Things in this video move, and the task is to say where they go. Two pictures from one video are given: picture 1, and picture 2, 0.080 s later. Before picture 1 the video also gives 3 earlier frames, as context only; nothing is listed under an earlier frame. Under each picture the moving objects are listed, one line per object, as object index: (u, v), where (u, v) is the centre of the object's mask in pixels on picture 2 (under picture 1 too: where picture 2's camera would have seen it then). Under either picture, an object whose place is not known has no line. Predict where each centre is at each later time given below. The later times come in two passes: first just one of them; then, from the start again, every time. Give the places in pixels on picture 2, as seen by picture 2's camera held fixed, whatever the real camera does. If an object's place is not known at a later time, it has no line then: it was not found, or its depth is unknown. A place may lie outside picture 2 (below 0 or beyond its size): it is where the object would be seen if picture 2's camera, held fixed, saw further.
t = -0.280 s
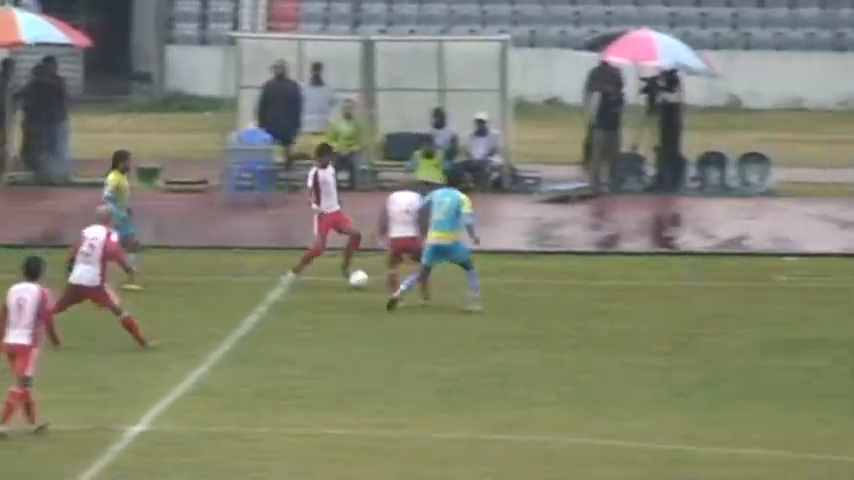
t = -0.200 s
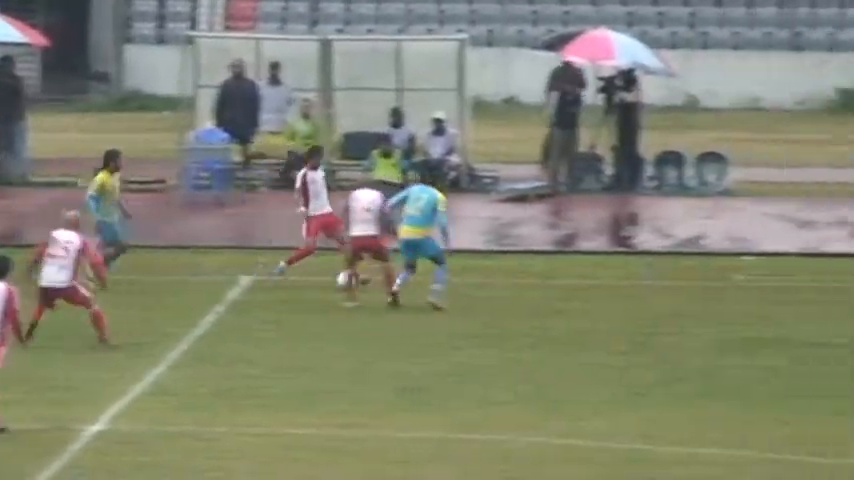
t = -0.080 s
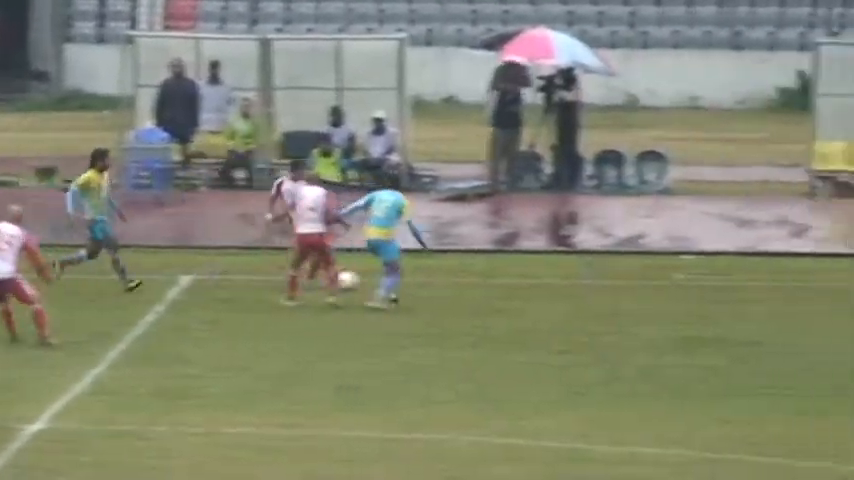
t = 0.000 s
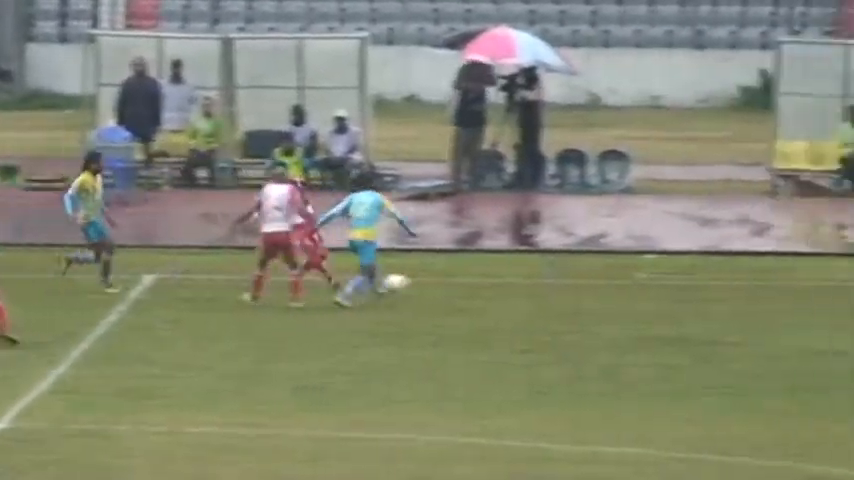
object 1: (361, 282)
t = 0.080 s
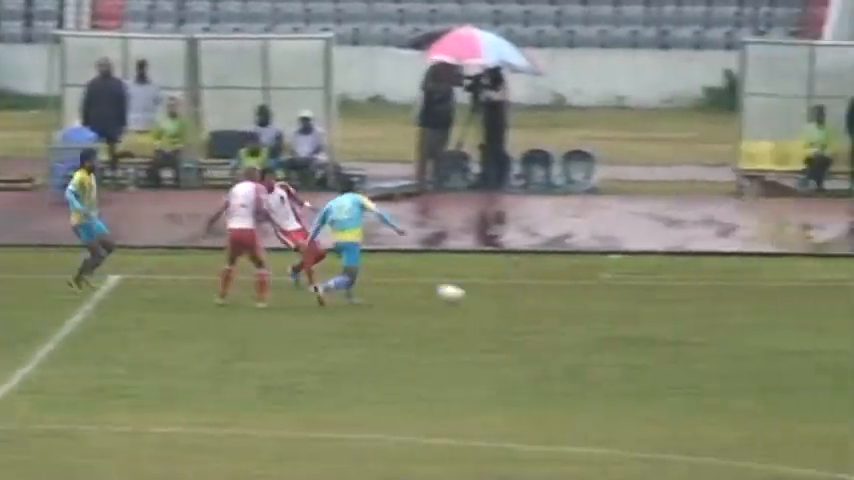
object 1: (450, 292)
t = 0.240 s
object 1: (619, 301)
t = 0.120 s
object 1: (494, 298)
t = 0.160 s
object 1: (535, 297)
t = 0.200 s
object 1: (577, 298)
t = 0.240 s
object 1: (619, 301)
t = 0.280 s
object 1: (662, 306)
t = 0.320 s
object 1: (704, 313)
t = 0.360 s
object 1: (745, 315)
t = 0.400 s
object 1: (781, 314)
